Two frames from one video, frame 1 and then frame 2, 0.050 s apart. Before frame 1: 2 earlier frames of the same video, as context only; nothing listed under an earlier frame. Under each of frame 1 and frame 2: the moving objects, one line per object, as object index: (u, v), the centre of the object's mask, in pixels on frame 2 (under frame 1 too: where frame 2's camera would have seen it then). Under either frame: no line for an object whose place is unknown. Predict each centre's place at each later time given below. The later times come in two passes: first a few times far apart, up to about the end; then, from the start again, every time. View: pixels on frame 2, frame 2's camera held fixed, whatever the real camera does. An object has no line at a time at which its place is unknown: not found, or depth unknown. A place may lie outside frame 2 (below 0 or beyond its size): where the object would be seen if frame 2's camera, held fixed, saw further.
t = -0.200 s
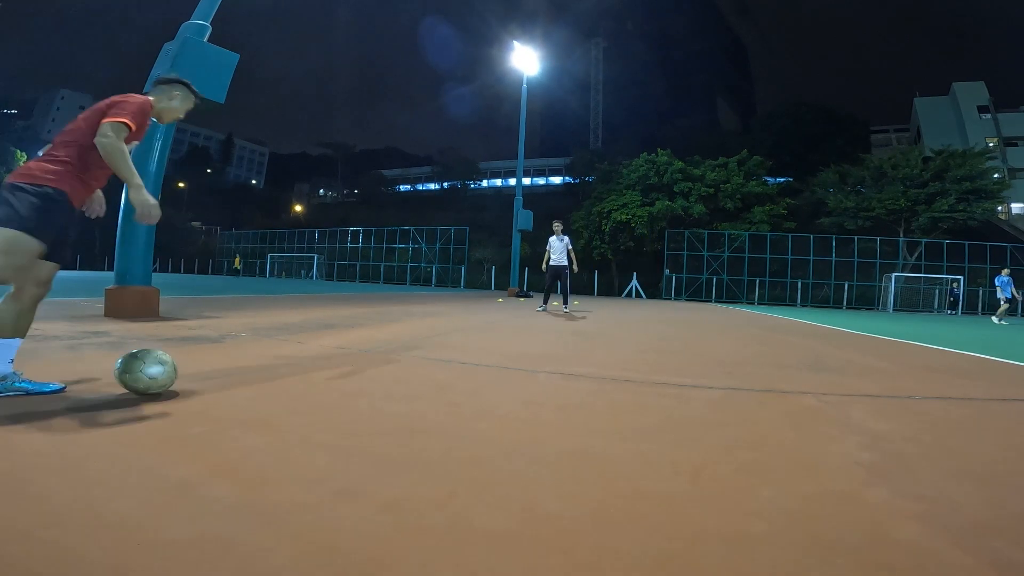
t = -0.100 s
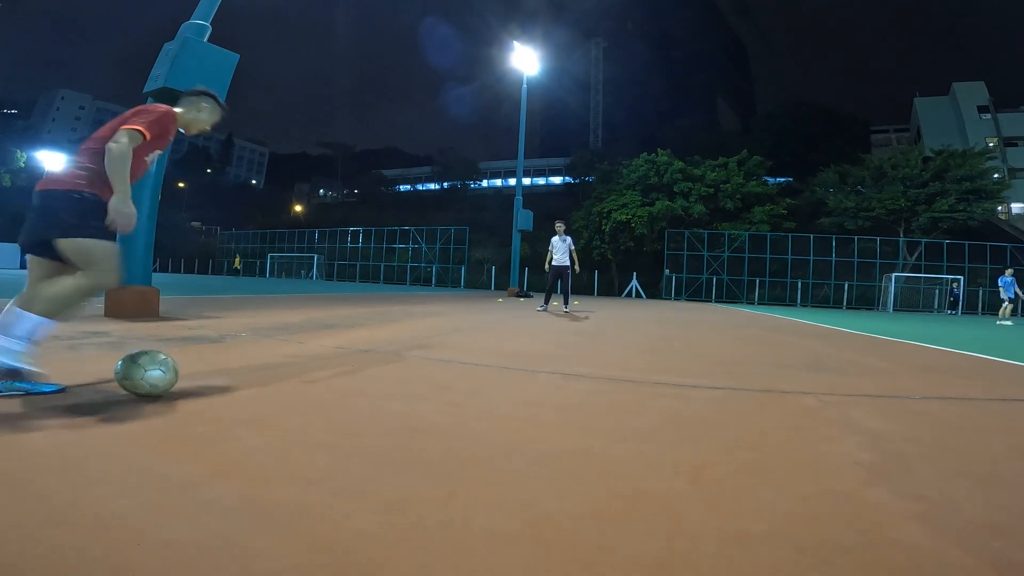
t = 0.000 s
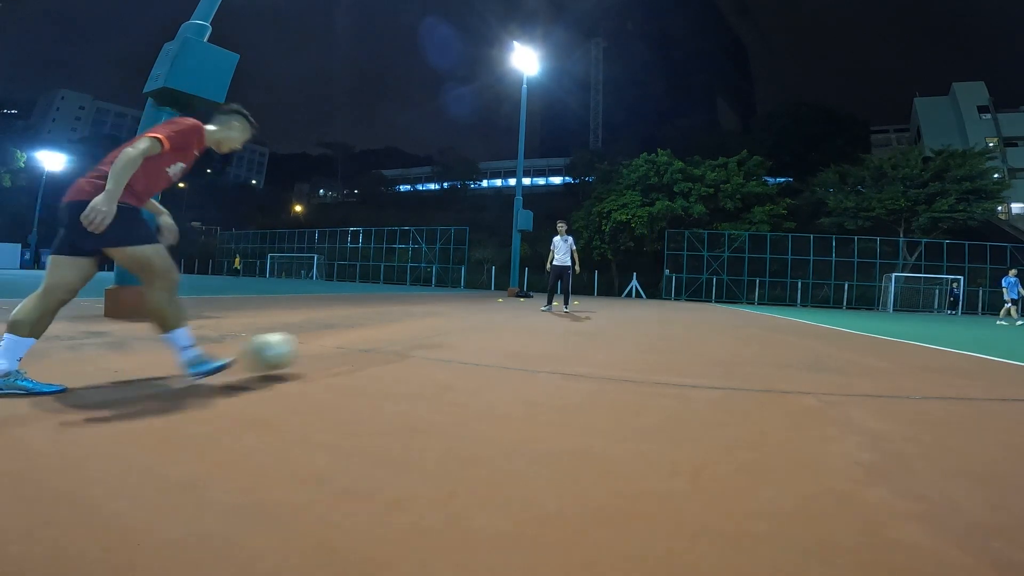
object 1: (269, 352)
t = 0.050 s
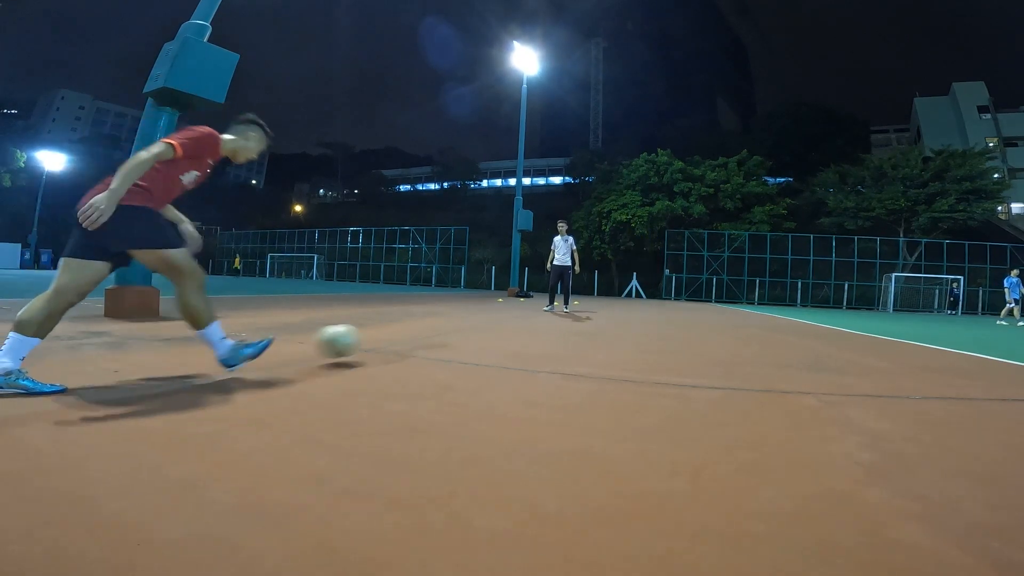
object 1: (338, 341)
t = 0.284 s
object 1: (476, 323)
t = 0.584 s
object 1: (539, 311)
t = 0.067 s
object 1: (356, 338)
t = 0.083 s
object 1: (372, 337)
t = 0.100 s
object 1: (387, 336)
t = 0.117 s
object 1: (400, 335)
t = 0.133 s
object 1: (413, 335)
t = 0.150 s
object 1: (422, 333)
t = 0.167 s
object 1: (431, 331)
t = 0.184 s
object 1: (439, 329)
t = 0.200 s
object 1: (446, 327)
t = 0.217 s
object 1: (452, 325)
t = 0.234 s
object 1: (459, 324)
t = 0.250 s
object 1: (465, 323)
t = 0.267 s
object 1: (470, 323)
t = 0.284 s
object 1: (476, 323)
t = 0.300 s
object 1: (481, 324)
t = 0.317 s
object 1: (485, 324)
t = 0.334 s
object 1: (490, 322)
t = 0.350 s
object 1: (494, 319)
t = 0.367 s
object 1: (498, 318)
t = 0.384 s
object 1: (502, 317)
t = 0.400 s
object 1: (506, 317)
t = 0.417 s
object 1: (509, 316)
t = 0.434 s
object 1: (513, 316)
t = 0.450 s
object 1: (516, 316)
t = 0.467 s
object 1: (519, 316)
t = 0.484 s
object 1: (522, 317)
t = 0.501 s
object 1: (525, 316)
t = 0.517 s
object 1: (528, 314)
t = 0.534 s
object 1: (531, 313)
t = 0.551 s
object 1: (534, 312)
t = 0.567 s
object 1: (536, 311)
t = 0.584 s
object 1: (539, 311)
